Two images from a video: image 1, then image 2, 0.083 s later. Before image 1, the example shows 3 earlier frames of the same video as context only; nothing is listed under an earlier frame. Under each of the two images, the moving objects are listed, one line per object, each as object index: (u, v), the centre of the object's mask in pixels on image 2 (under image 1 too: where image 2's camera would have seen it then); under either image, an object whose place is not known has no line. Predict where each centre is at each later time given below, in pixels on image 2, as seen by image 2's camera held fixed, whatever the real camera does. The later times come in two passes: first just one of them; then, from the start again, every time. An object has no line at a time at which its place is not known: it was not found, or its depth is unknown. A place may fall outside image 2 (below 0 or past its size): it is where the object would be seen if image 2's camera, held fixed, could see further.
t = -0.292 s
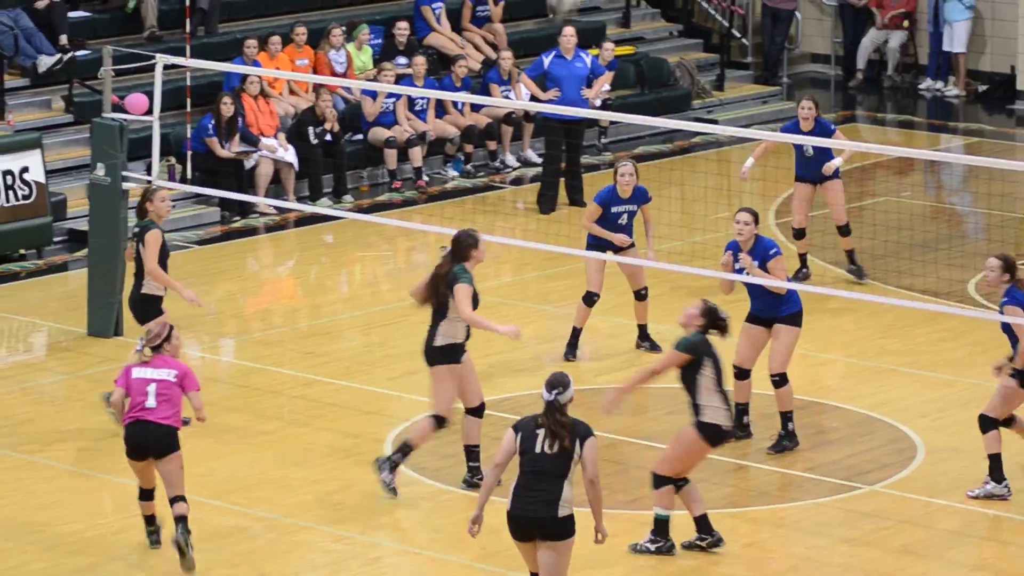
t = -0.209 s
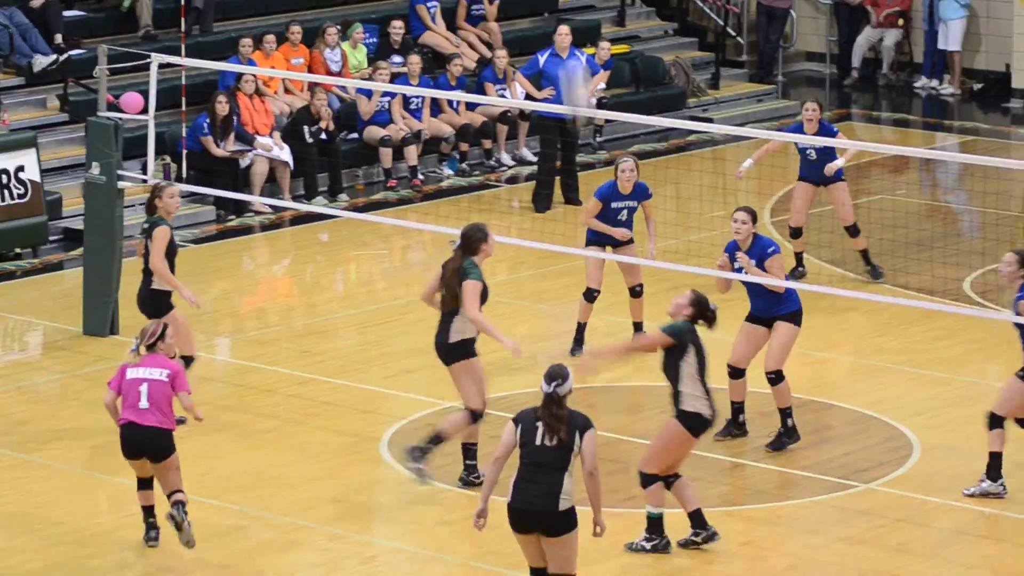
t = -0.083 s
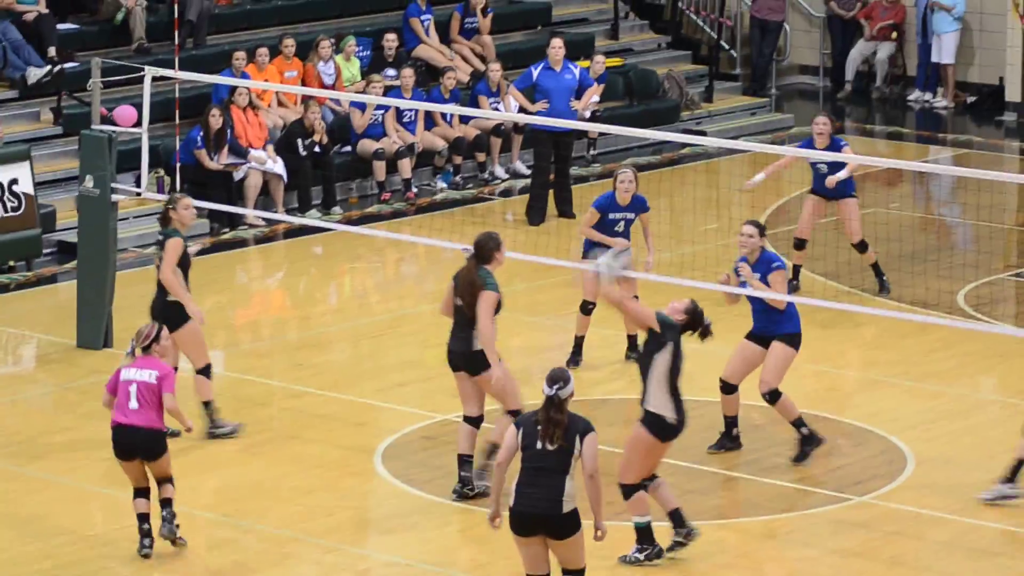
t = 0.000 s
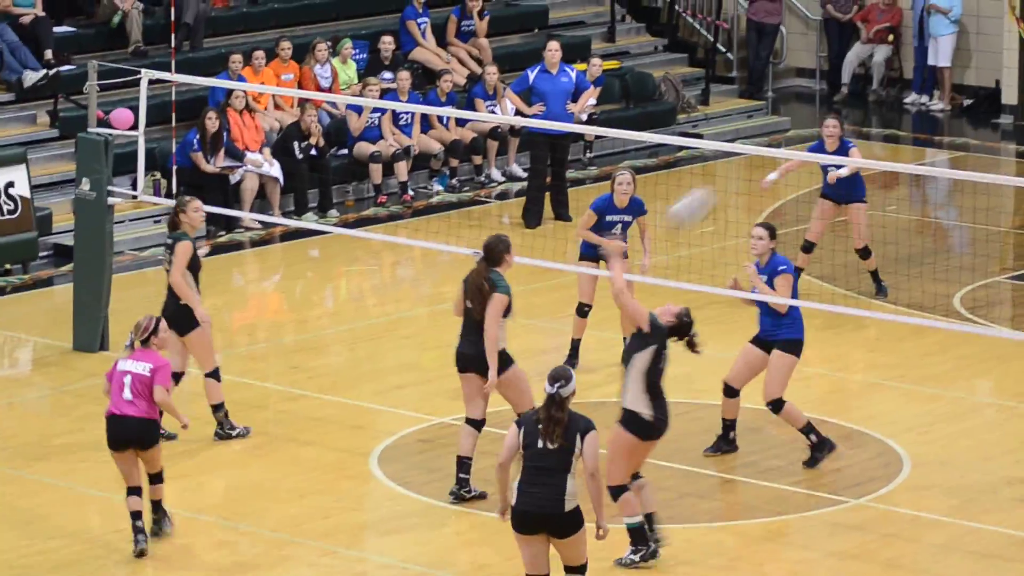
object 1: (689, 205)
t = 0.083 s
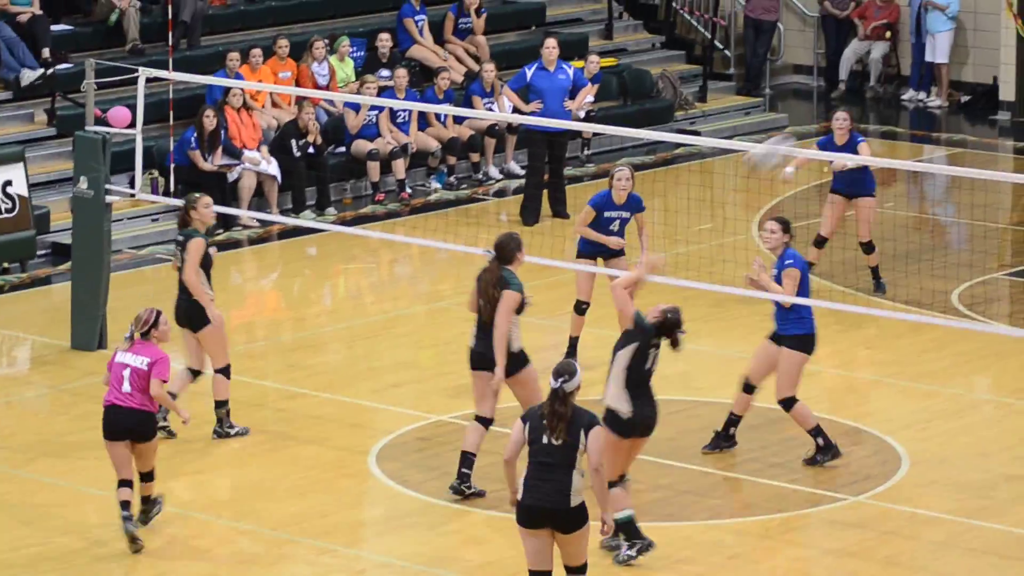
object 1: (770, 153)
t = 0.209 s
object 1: (884, 104)
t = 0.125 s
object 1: (809, 133)
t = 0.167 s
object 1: (849, 112)
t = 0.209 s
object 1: (884, 104)
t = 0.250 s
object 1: (920, 97)
